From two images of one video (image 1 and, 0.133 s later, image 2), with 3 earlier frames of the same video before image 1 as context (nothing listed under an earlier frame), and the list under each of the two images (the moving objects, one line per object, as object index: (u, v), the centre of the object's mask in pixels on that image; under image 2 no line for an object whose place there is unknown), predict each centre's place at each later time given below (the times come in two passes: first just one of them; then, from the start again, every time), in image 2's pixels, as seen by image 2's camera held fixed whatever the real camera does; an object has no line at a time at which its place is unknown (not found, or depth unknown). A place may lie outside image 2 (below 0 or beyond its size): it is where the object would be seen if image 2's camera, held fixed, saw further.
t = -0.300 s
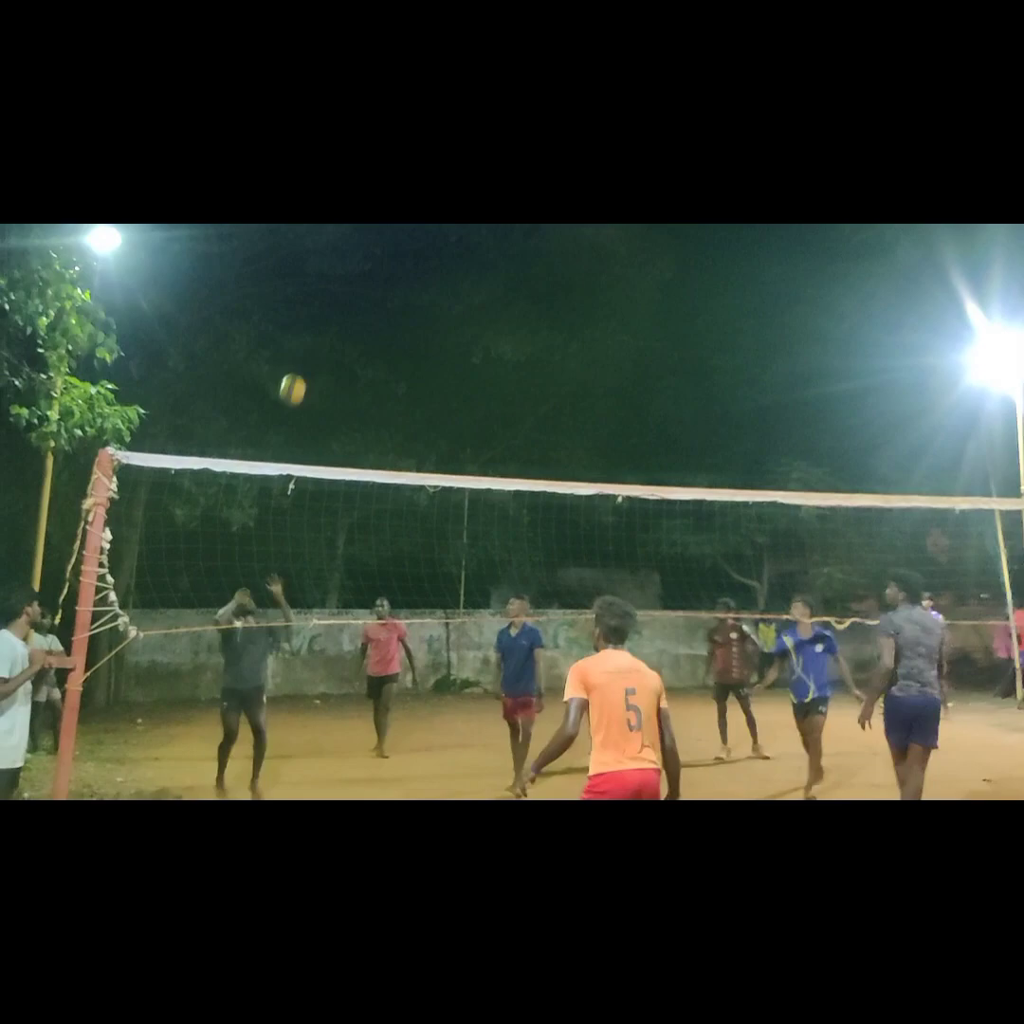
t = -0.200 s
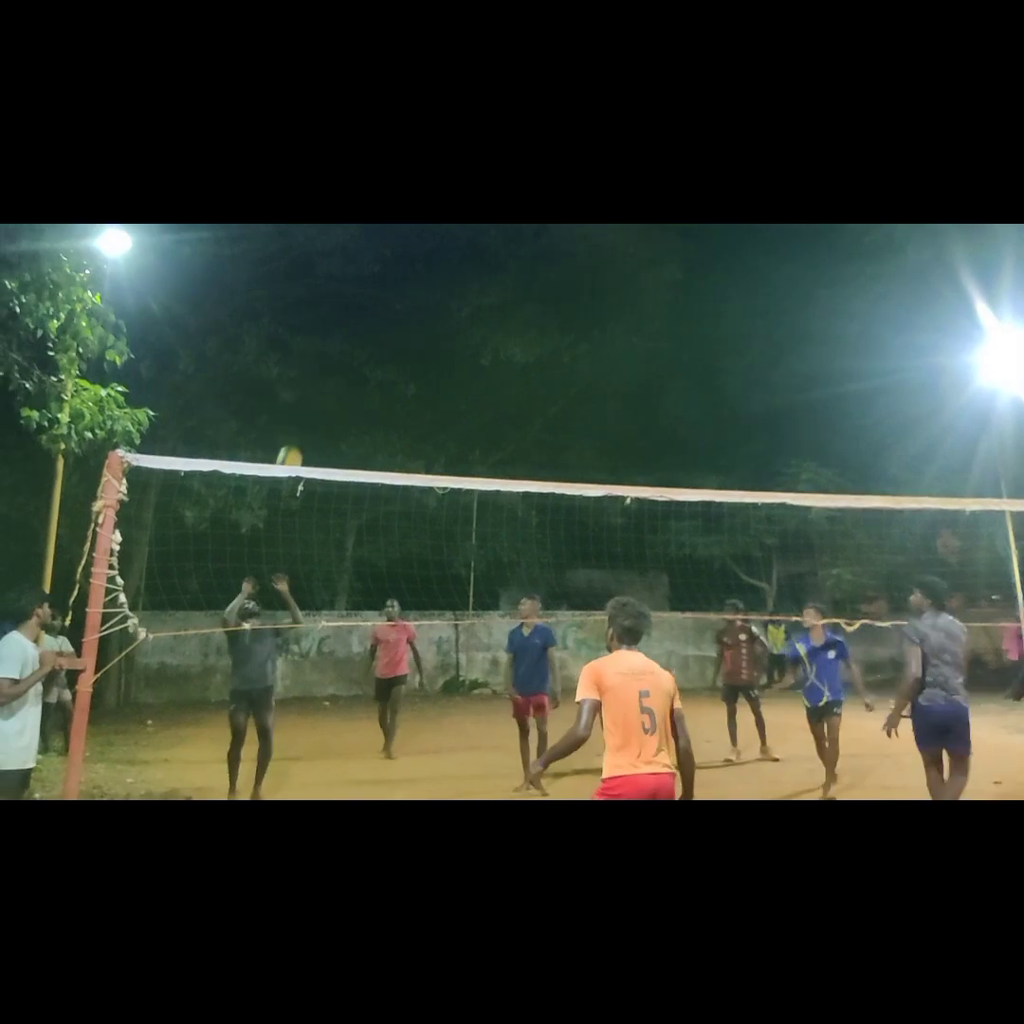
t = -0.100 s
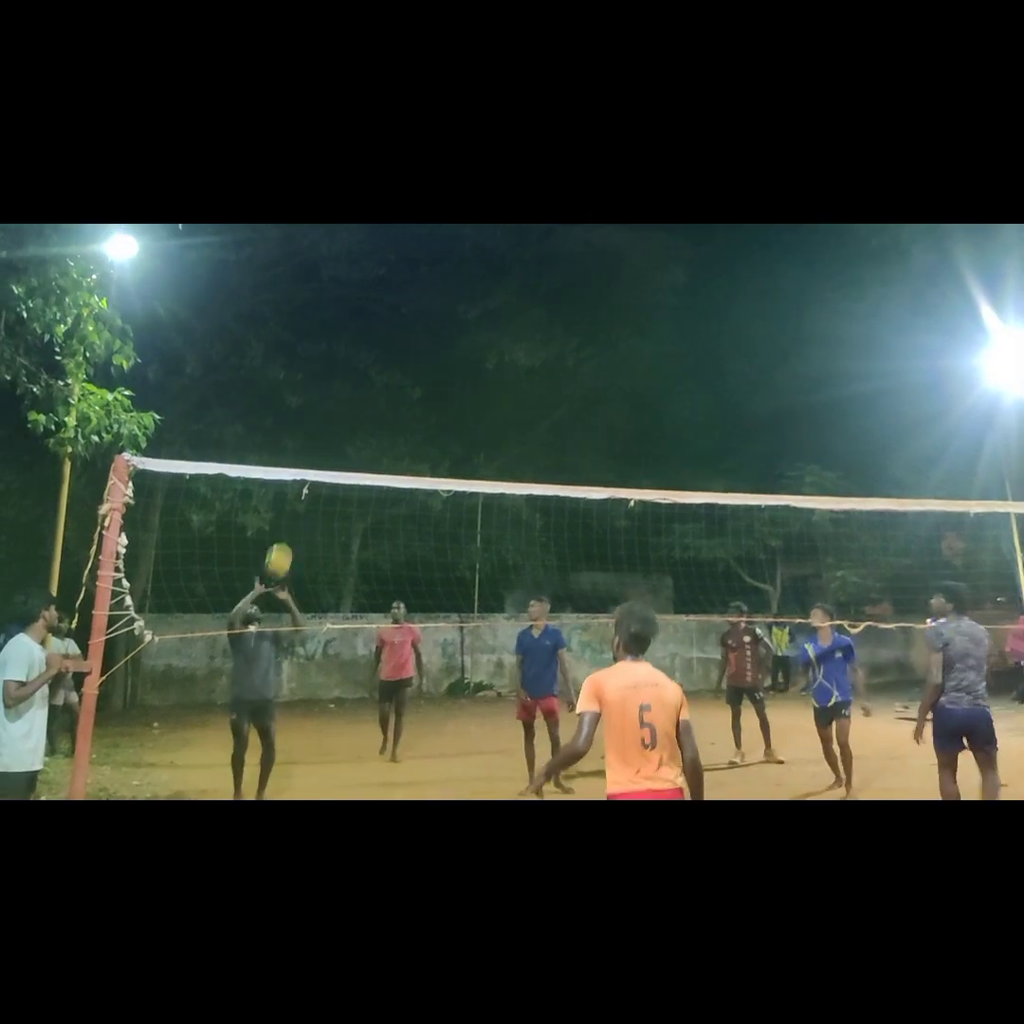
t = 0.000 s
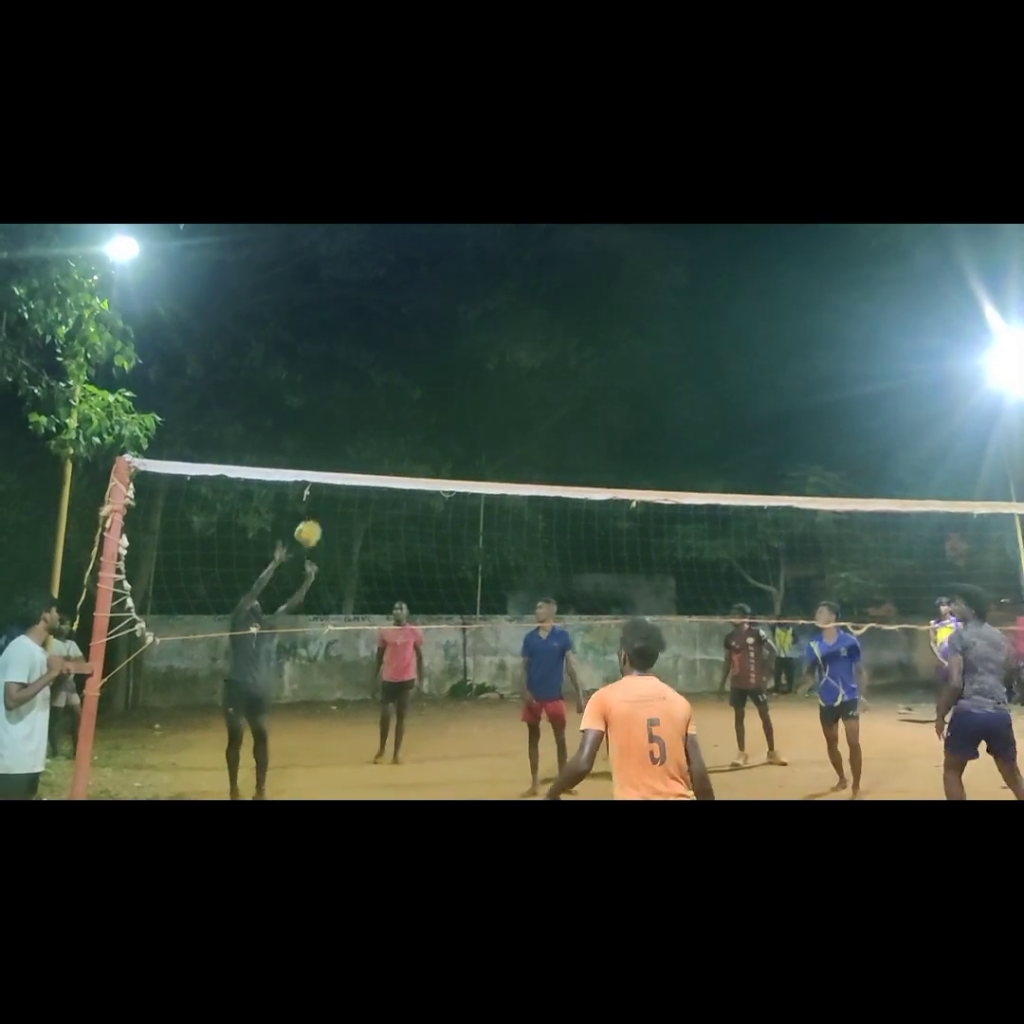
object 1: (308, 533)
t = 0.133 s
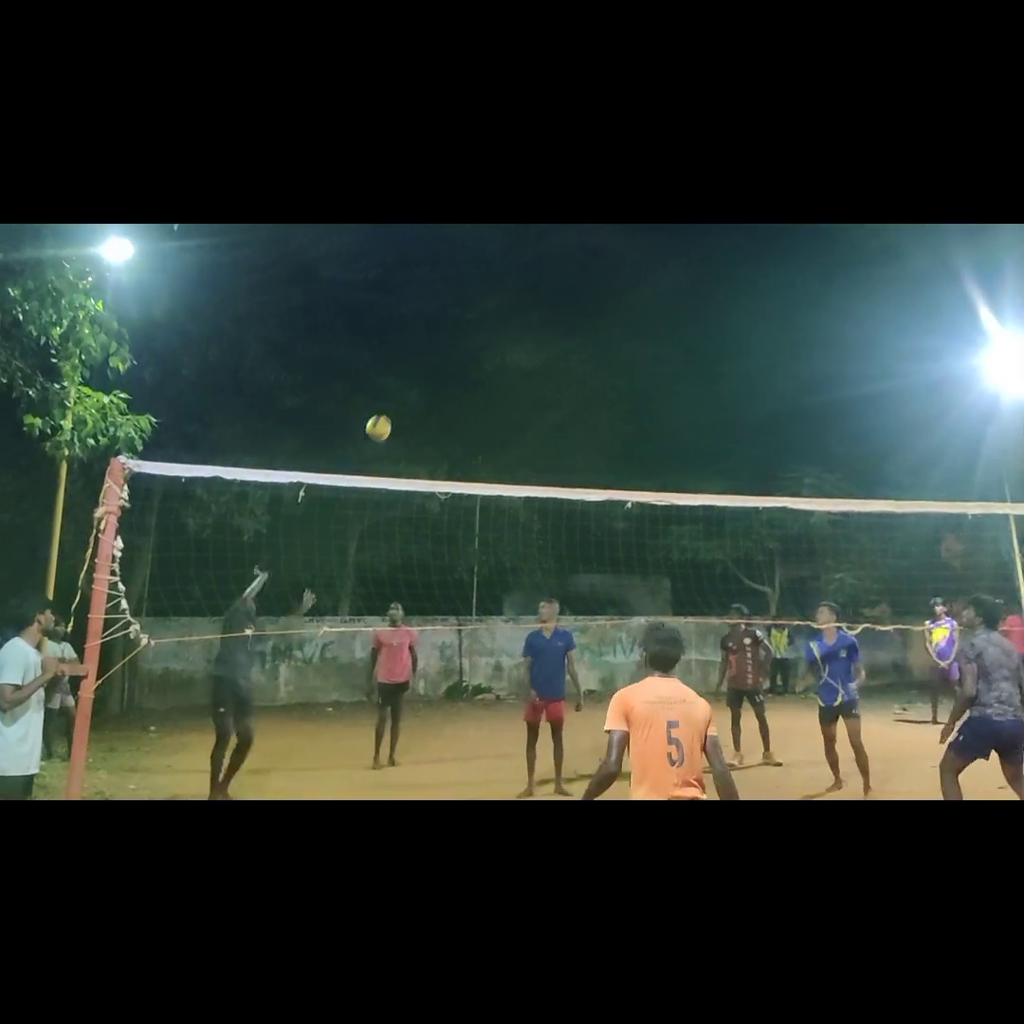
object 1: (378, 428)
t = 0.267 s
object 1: (441, 357)
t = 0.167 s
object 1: (394, 408)
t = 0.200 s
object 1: (410, 389)
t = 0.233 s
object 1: (426, 372)
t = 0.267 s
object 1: (441, 357)
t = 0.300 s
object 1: (457, 343)
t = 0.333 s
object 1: (472, 330)
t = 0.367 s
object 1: (494, 314)
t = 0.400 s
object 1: (509, 304)
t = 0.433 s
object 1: (523, 296)
